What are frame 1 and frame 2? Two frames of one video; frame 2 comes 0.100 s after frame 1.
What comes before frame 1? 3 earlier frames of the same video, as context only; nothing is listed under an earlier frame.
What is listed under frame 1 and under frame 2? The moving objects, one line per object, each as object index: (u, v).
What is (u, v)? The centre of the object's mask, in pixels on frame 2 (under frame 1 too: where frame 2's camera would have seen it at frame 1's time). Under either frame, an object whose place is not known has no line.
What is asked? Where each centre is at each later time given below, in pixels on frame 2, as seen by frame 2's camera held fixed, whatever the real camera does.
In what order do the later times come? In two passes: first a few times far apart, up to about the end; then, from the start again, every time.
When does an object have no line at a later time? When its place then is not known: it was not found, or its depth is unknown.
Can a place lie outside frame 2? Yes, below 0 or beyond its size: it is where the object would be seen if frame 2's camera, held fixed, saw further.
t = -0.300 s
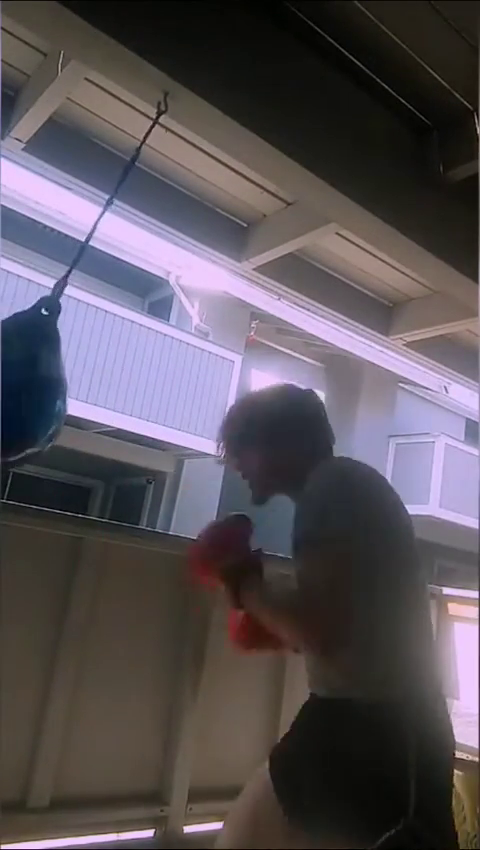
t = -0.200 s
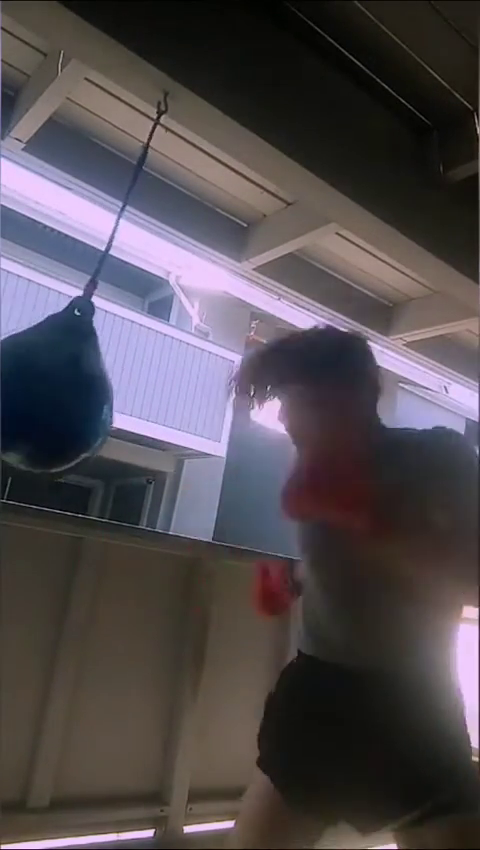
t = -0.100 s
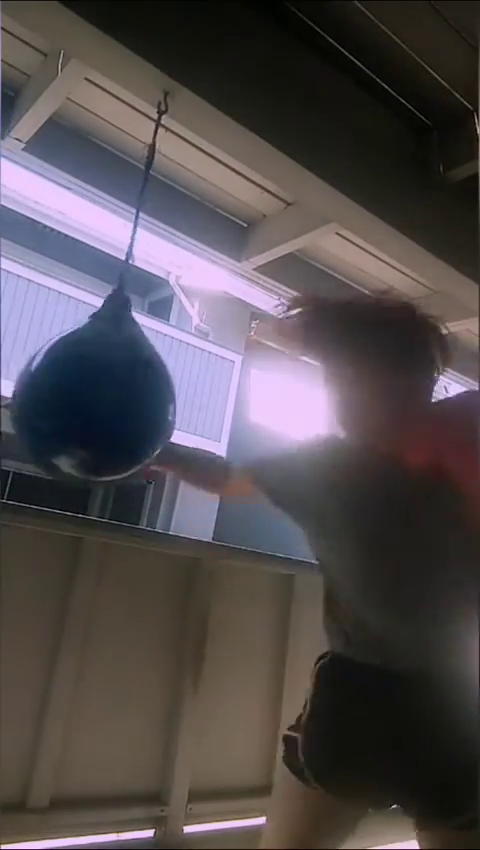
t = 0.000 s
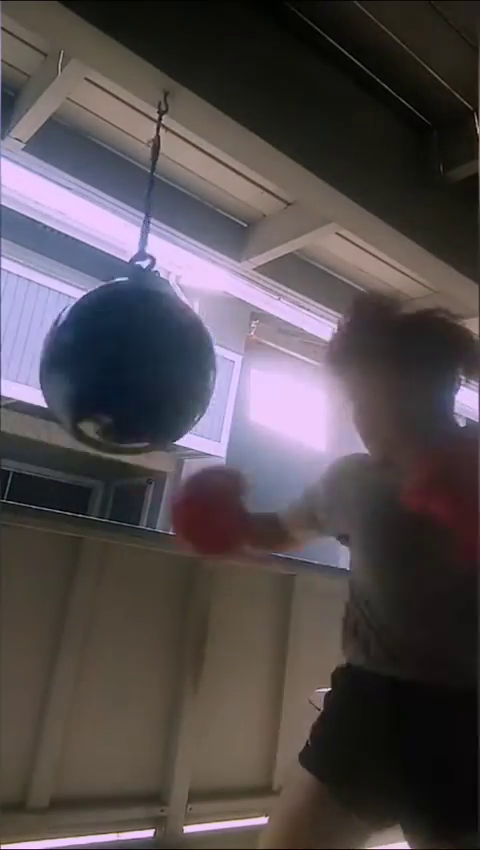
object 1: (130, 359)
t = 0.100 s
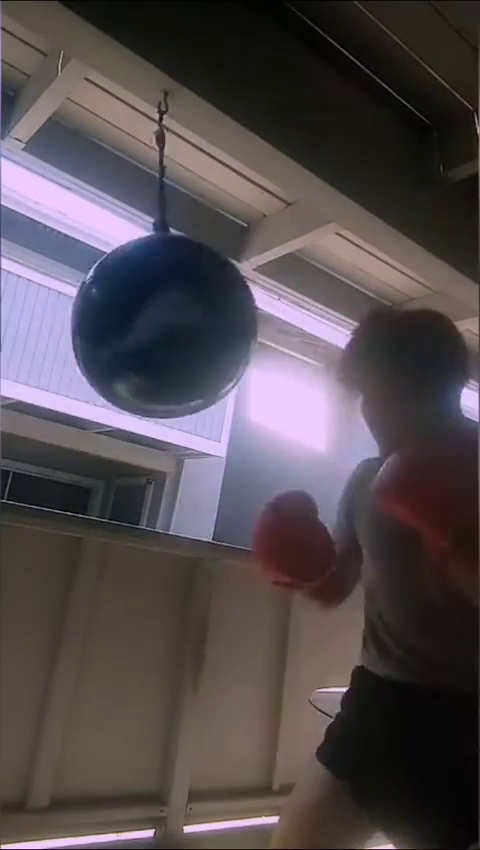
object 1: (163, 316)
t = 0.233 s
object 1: (198, 287)
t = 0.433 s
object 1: (192, 330)
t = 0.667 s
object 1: (132, 412)
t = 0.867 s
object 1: (84, 418)
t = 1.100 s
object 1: (56, 389)
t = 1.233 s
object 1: (49, 384)
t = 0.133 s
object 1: (174, 304)
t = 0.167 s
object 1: (183, 295)
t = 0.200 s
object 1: (191, 289)
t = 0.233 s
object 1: (198, 287)
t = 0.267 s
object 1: (202, 287)
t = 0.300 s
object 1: (204, 290)
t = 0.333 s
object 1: (204, 297)
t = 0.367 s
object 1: (201, 306)
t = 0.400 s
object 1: (196, 315)
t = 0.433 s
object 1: (192, 330)
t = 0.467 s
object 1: (185, 346)
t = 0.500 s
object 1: (177, 359)
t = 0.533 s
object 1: (169, 373)
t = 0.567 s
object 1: (160, 384)
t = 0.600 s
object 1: (151, 396)
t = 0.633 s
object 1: (141, 405)
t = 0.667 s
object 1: (132, 412)
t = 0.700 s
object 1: (122, 419)
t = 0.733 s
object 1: (111, 417)
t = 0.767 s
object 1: (104, 417)
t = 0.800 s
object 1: (97, 424)
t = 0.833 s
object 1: (90, 421)
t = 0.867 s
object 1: (84, 418)
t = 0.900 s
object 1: (78, 414)
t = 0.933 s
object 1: (73, 410)
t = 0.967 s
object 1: (69, 407)
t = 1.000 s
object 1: (65, 401)
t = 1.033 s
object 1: (61, 397)
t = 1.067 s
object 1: (58, 393)
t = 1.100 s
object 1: (56, 389)
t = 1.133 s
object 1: (53, 387)
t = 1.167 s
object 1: (52, 384)
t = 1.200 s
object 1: (50, 384)
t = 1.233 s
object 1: (49, 384)
